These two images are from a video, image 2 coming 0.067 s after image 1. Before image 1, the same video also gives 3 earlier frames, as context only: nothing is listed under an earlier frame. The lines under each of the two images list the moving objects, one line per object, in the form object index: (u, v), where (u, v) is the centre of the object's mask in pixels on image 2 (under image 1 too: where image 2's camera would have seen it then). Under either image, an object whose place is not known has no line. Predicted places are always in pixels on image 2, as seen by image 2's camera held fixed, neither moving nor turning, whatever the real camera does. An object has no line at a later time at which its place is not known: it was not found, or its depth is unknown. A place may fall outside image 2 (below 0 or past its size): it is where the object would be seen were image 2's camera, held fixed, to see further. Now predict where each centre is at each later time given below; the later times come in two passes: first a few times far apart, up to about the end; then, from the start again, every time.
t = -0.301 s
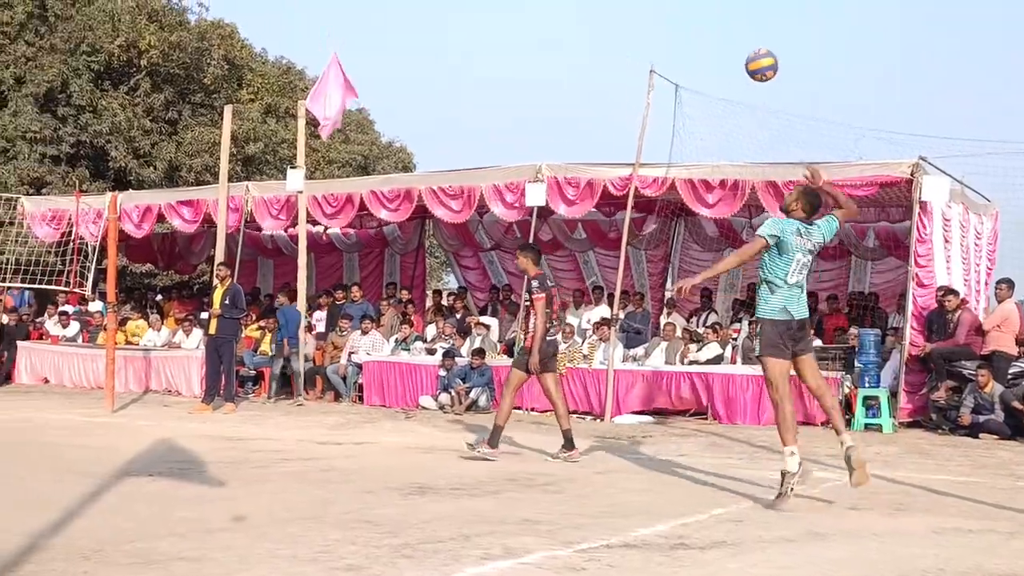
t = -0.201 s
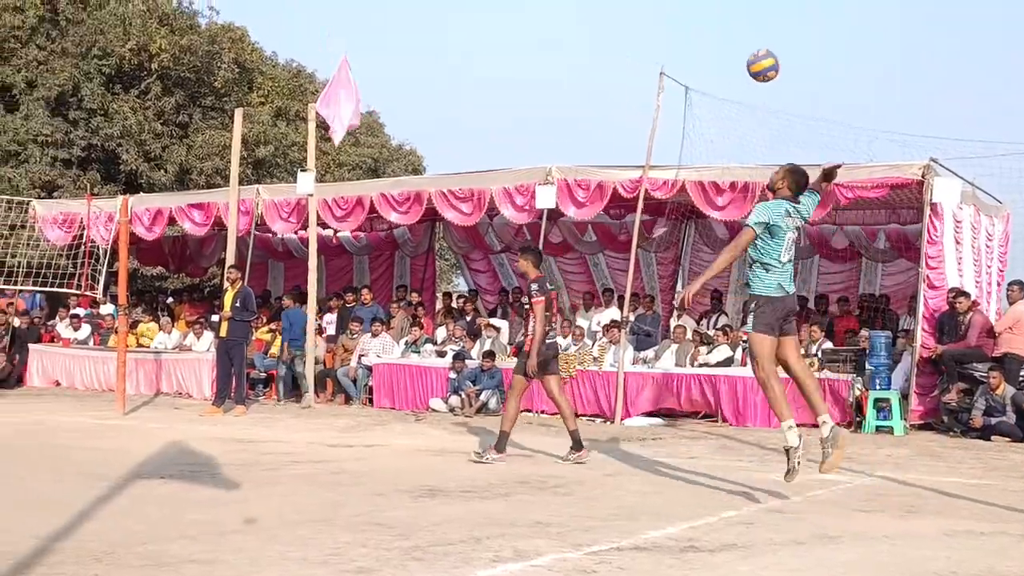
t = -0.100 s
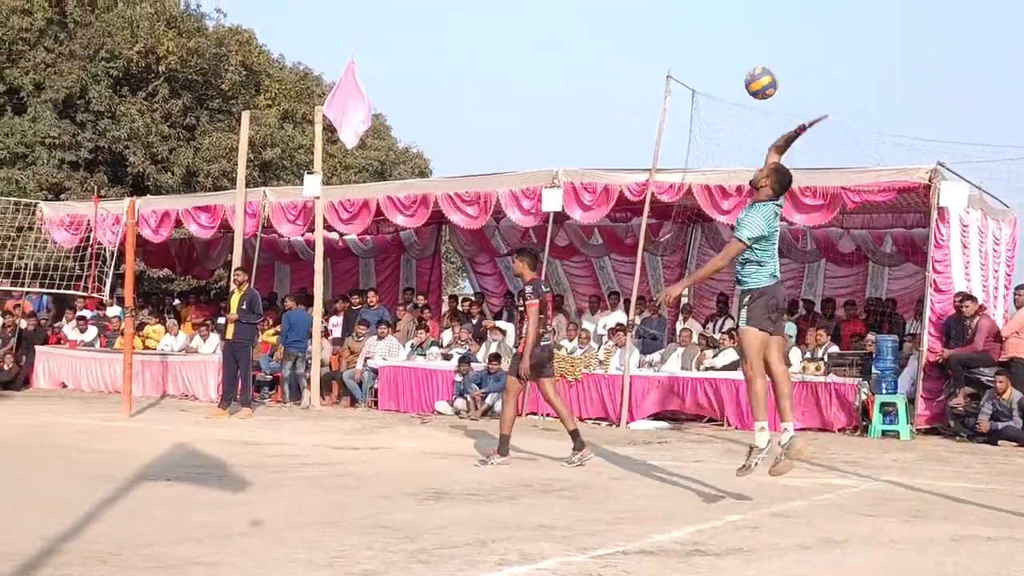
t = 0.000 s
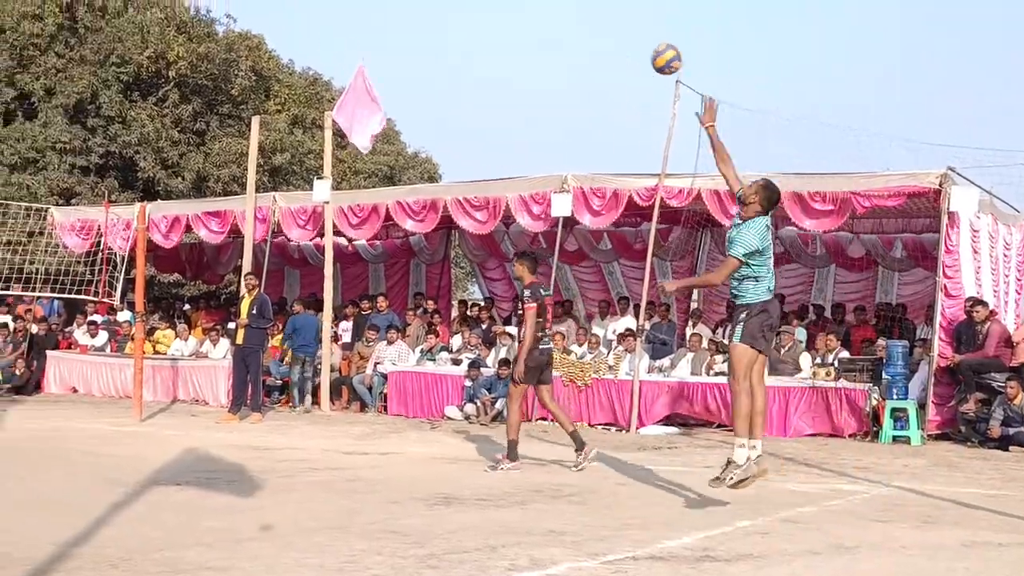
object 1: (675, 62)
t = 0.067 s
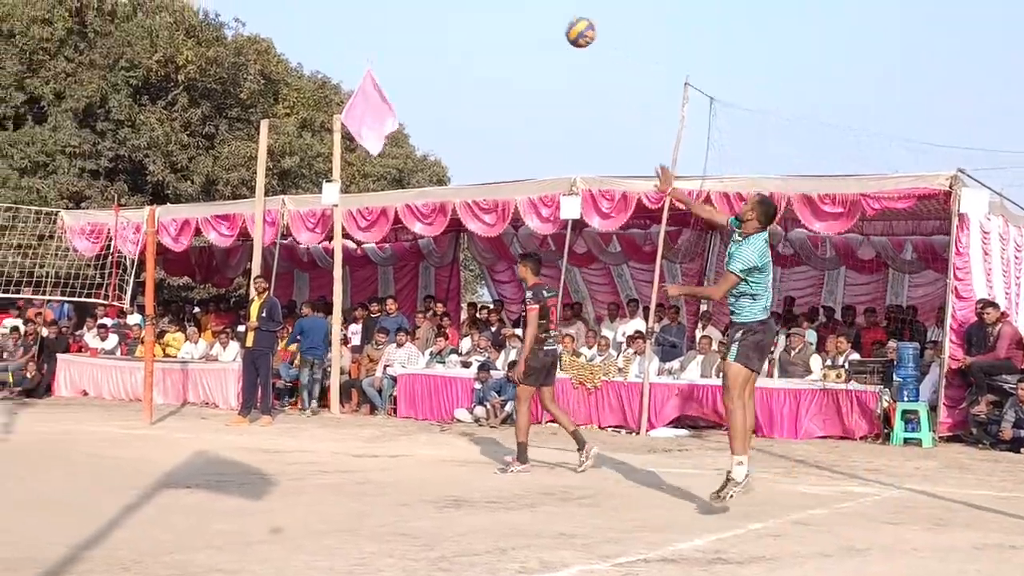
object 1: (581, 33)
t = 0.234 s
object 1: (376, -9)
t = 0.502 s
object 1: (112, 2)
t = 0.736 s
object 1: (-82, 77)
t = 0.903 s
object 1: (-207, 161)
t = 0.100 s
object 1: (536, 20)
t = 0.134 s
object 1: (494, 9)
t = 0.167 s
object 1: (453, 3)
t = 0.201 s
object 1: (414, -3)
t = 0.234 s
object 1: (376, -9)
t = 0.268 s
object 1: (339, -15)
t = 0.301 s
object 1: (303, -18)
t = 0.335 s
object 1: (268, -18)
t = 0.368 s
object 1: (236, -16)
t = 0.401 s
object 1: (203, -14)
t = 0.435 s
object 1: (173, -8)
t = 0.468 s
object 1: (142, -3)
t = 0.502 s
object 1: (112, 2)
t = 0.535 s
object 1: (82, 12)
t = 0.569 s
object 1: (55, 20)
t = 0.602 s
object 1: (26, 28)
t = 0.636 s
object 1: (-2, 39)
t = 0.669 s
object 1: (-29, 52)
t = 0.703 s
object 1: (-56, 64)
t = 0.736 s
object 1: (-82, 77)
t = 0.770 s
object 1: (-108, 92)
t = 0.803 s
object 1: (-133, 110)
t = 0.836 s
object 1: (-156, 127)
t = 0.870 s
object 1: (-182, 145)
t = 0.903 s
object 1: (-207, 161)
